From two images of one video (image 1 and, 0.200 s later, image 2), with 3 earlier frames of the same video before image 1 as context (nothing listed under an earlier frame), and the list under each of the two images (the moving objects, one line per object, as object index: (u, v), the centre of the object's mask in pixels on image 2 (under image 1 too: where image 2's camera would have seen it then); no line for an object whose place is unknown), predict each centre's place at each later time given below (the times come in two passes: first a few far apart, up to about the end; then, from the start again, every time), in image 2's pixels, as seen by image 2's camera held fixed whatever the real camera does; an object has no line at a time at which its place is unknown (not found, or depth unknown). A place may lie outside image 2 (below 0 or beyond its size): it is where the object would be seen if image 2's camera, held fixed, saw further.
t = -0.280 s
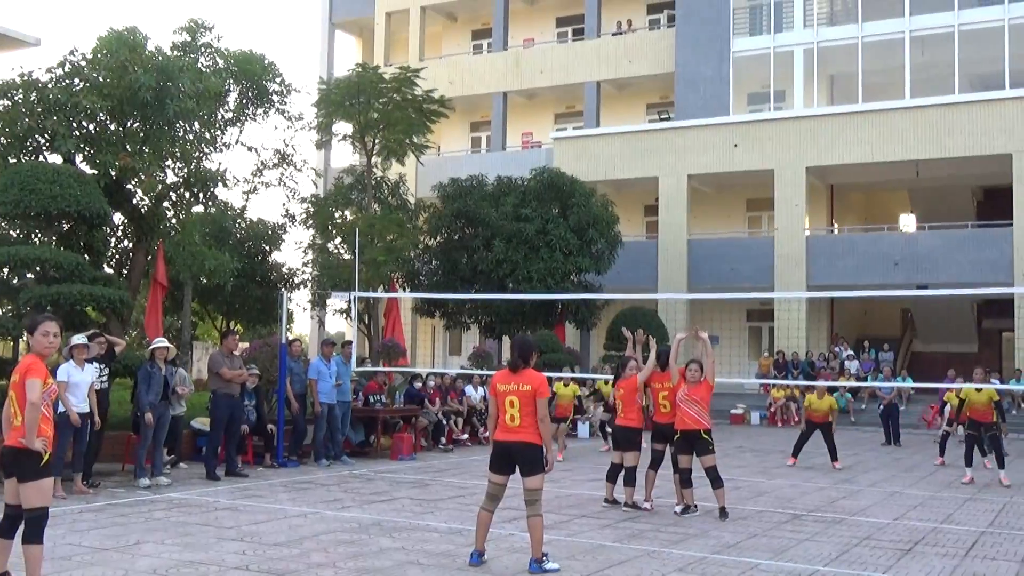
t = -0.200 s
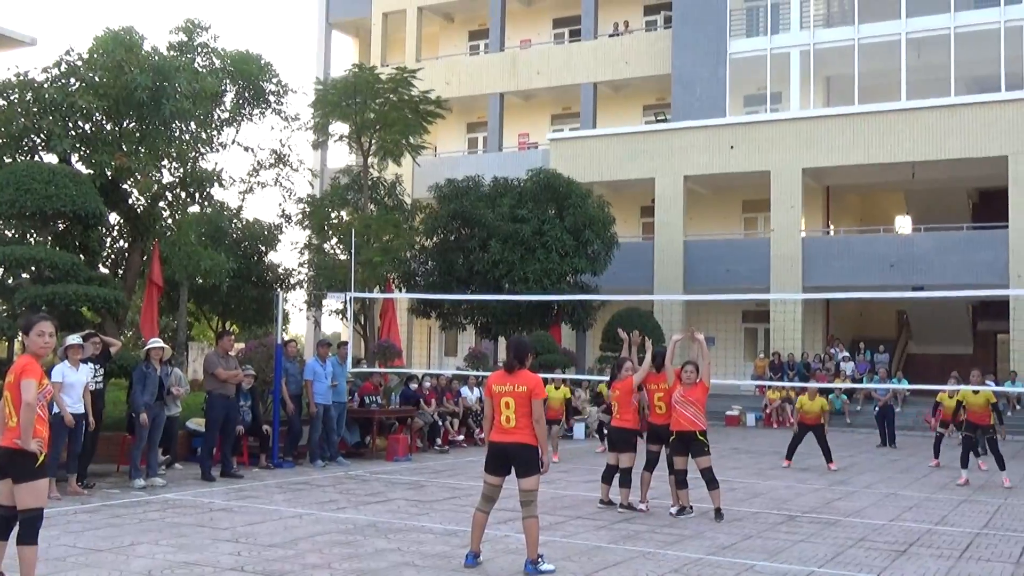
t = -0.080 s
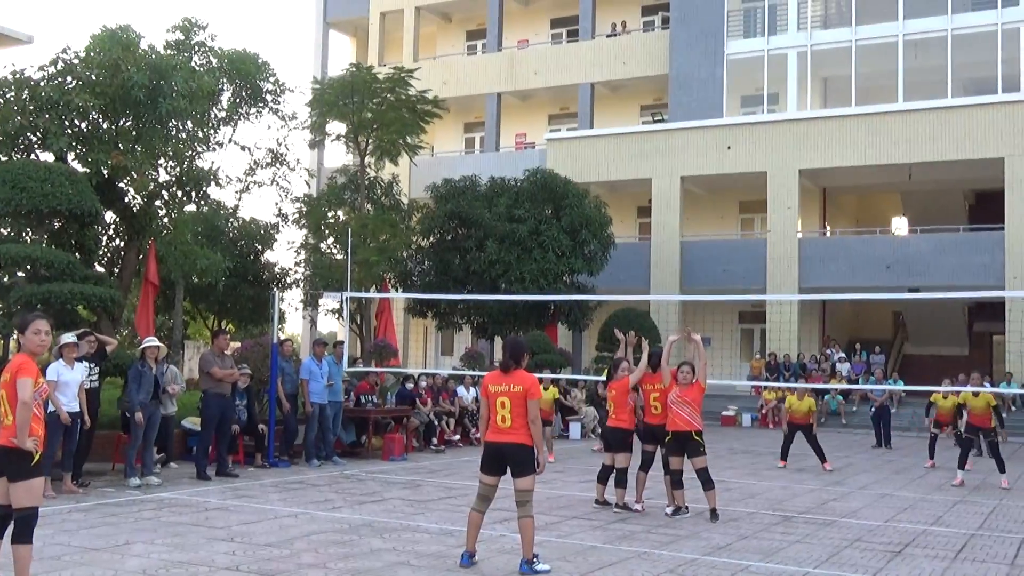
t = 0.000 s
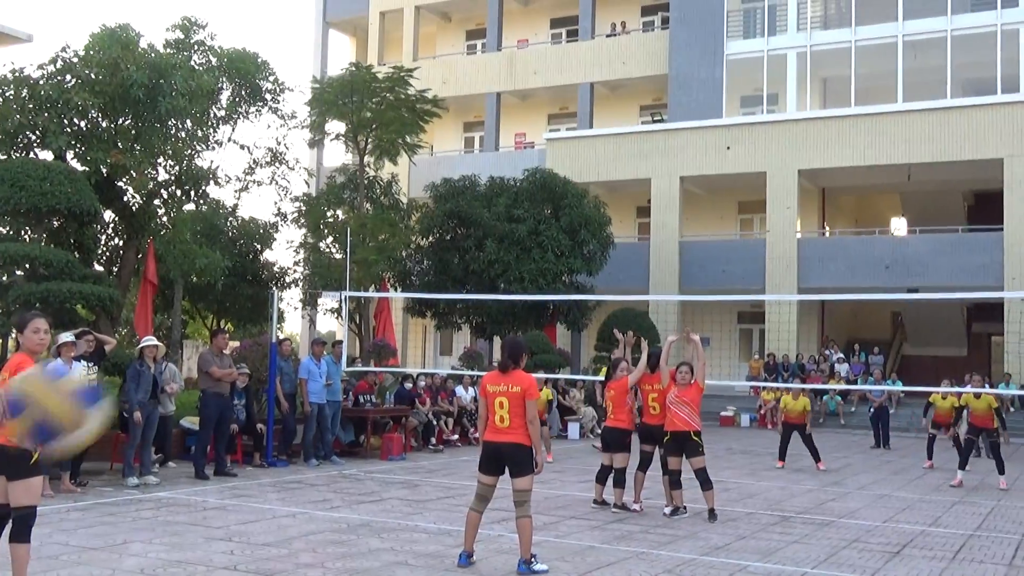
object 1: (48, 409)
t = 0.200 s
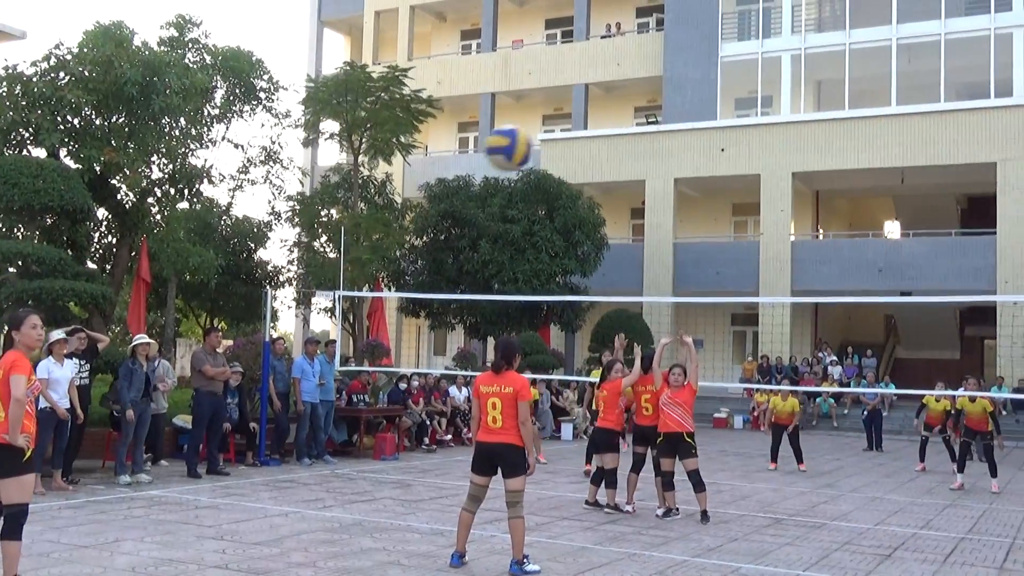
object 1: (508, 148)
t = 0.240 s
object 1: (551, 133)
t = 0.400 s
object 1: (665, 118)
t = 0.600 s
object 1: (748, 149)
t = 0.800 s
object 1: (798, 207)
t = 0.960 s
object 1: (825, 265)
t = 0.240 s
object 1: (551, 133)
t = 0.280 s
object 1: (586, 124)
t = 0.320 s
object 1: (616, 119)
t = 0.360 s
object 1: (643, 117)
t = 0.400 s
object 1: (665, 118)
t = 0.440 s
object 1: (686, 120)
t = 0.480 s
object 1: (704, 125)
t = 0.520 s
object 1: (721, 132)
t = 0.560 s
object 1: (735, 140)
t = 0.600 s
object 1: (748, 149)
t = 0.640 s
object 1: (760, 160)
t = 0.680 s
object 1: (771, 171)
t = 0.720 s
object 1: (780, 182)
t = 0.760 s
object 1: (789, 194)
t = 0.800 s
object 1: (798, 207)
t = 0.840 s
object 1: (806, 221)
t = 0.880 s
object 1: (813, 234)
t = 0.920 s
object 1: (819, 249)
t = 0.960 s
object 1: (825, 265)
